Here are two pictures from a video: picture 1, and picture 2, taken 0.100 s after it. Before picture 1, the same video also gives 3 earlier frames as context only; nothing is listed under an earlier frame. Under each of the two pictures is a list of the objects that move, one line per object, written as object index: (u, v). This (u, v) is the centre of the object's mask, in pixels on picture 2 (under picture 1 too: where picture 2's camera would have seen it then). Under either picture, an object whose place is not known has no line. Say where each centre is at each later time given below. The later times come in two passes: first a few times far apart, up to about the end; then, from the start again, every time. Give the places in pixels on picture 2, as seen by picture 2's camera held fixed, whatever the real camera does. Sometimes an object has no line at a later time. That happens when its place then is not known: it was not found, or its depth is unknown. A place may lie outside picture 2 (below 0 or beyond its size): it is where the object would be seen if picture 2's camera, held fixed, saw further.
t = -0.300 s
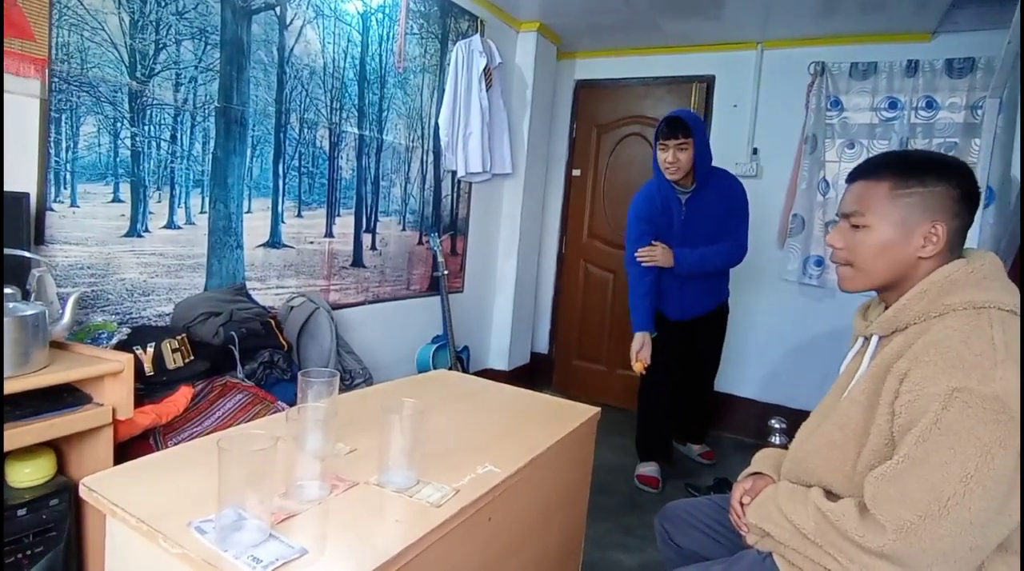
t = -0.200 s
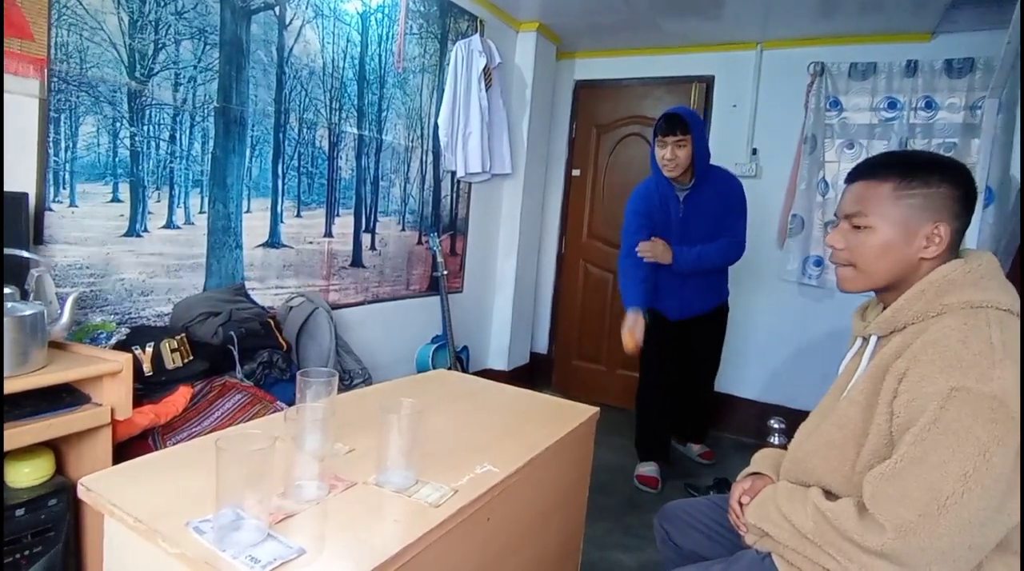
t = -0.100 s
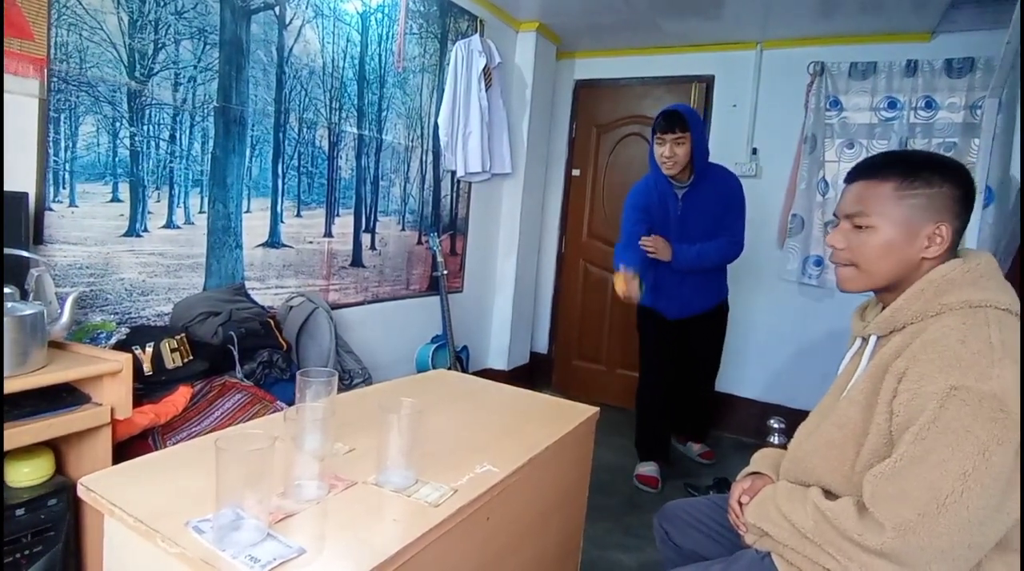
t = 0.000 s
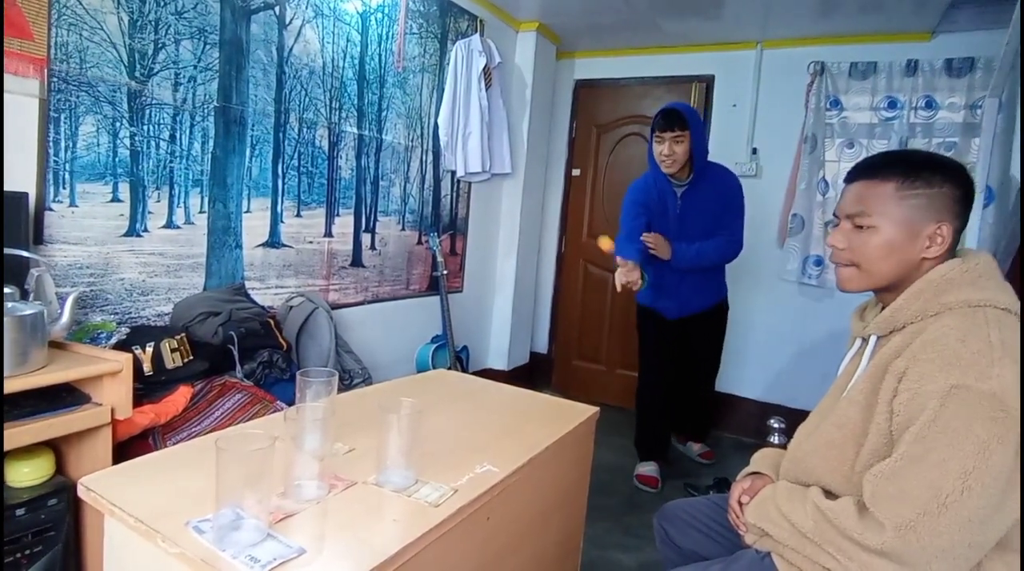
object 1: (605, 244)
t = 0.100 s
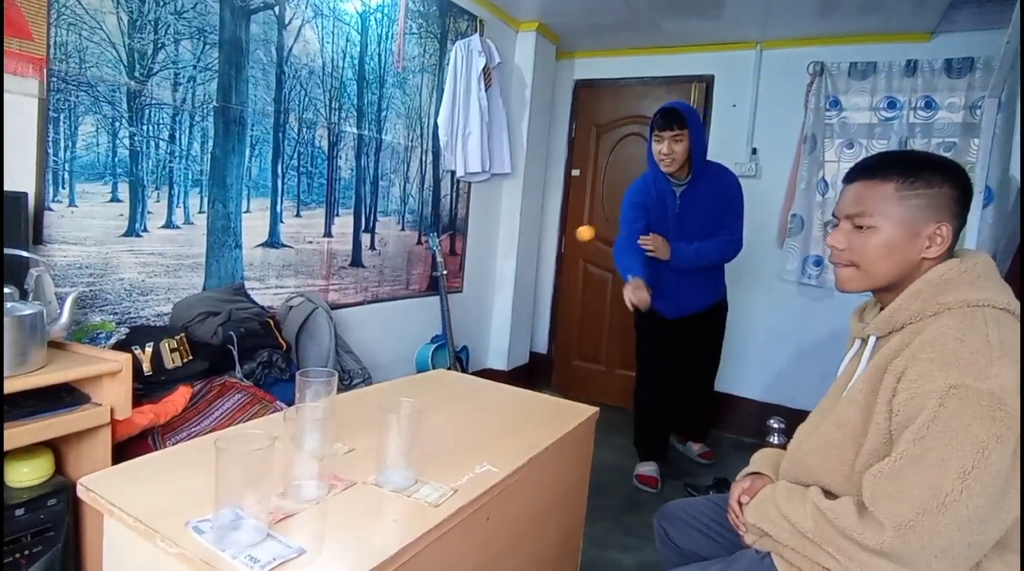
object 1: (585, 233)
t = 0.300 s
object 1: (517, 341)
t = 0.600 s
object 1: (429, 271)
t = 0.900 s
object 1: (359, 467)
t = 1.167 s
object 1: (312, 534)
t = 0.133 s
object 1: (576, 237)
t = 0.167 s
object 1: (567, 246)
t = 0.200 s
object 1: (557, 260)
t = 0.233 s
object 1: (544, 281)
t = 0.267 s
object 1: (530, 308)
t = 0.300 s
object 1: (517, 341)
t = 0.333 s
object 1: (501, 382)
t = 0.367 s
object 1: (489, 385)
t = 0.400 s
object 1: (483, 357)
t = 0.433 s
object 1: (476, 329)
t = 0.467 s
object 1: (469, 307)
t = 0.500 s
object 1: (460, 290)
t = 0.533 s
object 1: (451, 278)
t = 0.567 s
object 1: (440, 272)
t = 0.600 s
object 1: (429, 271)
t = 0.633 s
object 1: (417, 278)
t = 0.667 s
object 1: (403, 290)
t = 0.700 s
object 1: (387, 314)
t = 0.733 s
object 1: (369, 347)
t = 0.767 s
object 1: (353, 385)
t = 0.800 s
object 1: (360, 413)
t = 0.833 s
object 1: (364, 437)
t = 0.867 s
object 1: (362, 467)
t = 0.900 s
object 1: (359, 467)
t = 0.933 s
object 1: (355, 448)
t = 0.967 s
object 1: (351, 436)
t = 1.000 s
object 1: (347, 432)
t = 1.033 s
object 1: (342, 435)
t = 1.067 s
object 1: (335, 448)
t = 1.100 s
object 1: (329, 470)
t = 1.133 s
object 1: (320, 505)
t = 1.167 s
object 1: (312, 534)
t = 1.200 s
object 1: (308, 516)
